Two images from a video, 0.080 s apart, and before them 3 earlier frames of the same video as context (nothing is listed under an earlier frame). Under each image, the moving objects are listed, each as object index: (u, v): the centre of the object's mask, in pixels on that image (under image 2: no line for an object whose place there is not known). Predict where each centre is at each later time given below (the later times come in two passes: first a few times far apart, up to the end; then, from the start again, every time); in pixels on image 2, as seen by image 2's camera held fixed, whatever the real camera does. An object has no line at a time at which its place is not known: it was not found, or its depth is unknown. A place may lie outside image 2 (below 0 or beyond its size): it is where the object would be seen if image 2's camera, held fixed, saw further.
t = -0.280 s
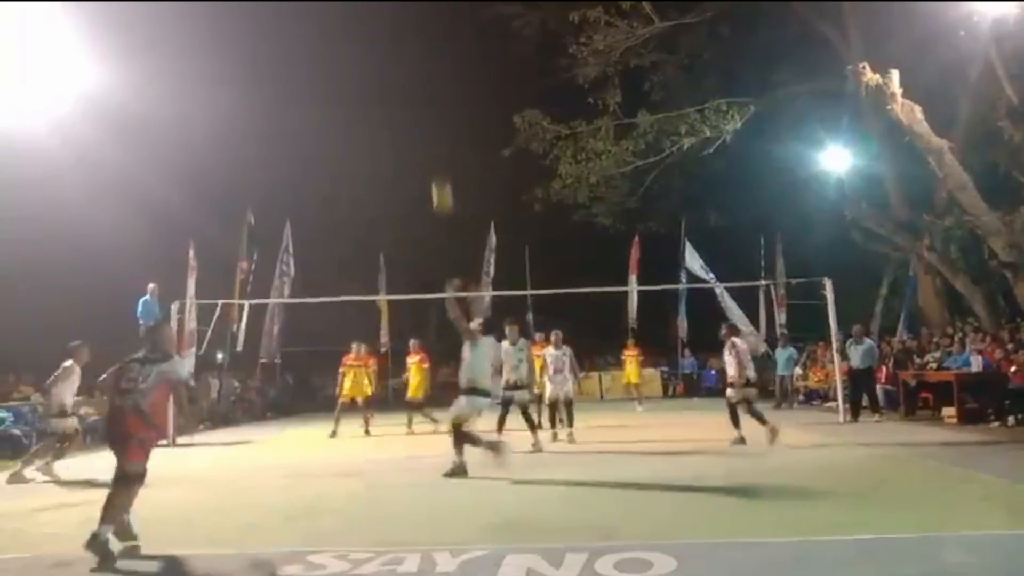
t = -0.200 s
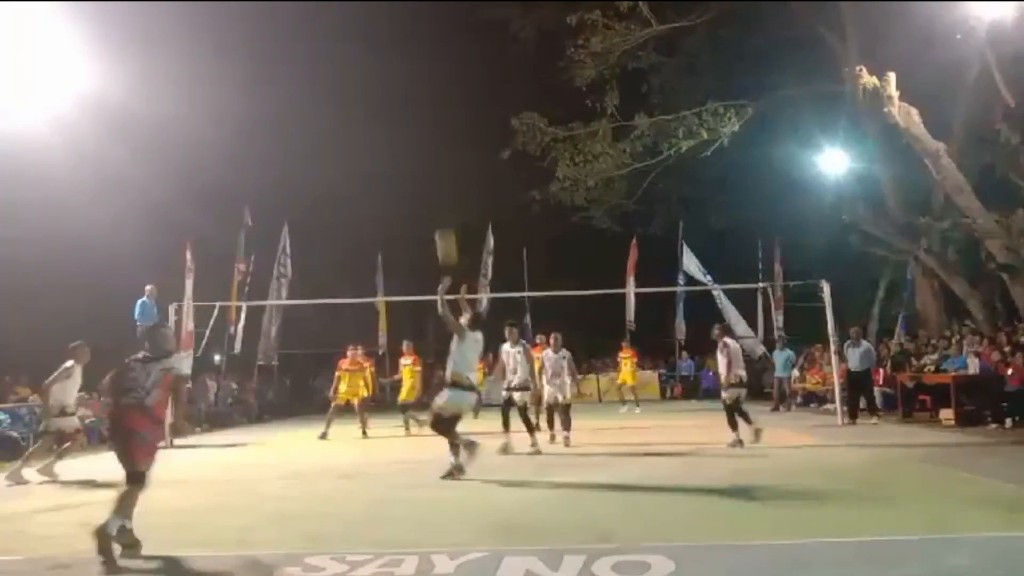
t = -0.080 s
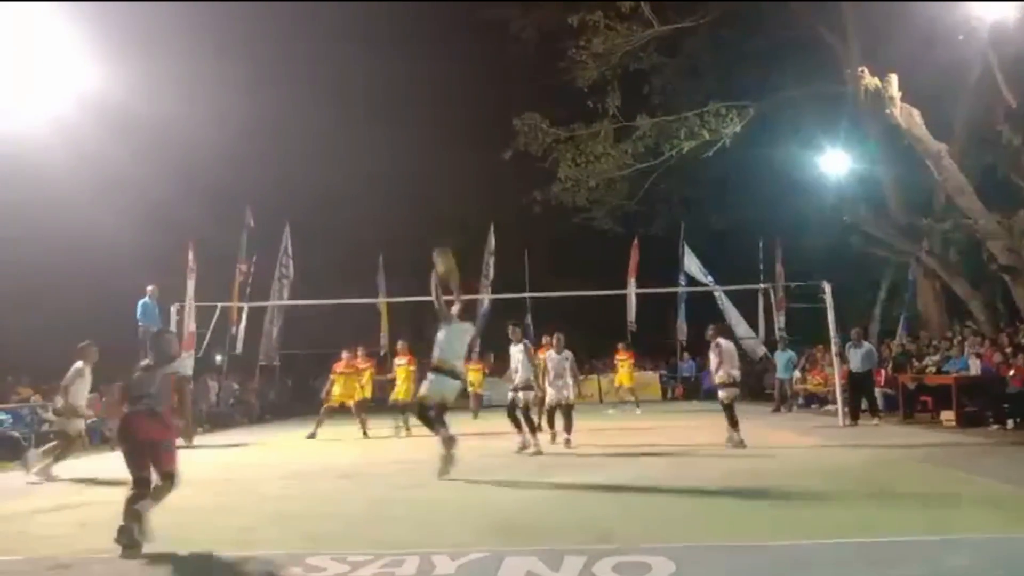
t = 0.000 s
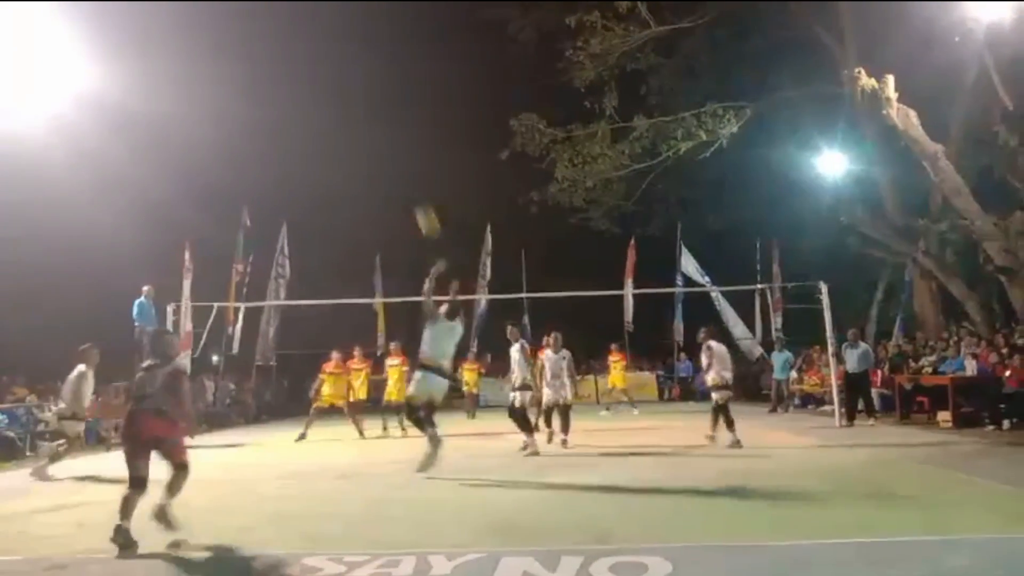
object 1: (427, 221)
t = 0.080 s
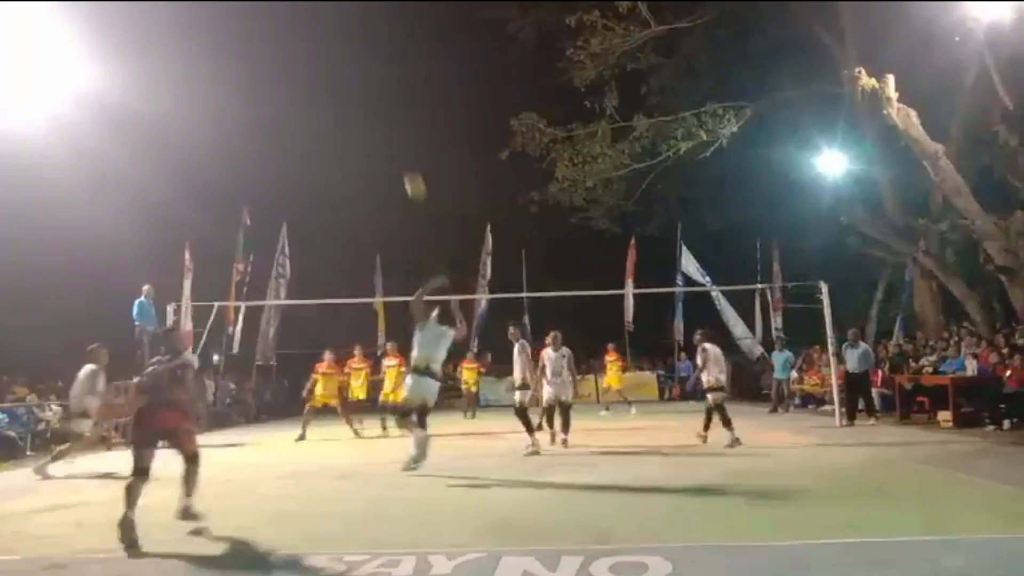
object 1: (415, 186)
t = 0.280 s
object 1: (386, 133)
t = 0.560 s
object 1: (354, 116)
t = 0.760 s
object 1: (337, 136)
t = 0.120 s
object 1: (409, 173)
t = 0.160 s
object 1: (403, 161)
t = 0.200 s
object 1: (397, 150)
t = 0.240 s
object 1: (392, 141)
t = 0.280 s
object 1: (386, 133)
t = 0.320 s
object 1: (381, 127)
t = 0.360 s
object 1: (376, 122)
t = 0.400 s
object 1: (372, 118)
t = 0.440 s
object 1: (367, 116)
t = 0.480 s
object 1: (363, 115)
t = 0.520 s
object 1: (359, 115)
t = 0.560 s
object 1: (354, 116)
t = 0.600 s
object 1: (351, 118)
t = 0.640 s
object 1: (347, 121)
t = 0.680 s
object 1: (344, 125)
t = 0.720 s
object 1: (340, 131)
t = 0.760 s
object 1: (337, 136)
